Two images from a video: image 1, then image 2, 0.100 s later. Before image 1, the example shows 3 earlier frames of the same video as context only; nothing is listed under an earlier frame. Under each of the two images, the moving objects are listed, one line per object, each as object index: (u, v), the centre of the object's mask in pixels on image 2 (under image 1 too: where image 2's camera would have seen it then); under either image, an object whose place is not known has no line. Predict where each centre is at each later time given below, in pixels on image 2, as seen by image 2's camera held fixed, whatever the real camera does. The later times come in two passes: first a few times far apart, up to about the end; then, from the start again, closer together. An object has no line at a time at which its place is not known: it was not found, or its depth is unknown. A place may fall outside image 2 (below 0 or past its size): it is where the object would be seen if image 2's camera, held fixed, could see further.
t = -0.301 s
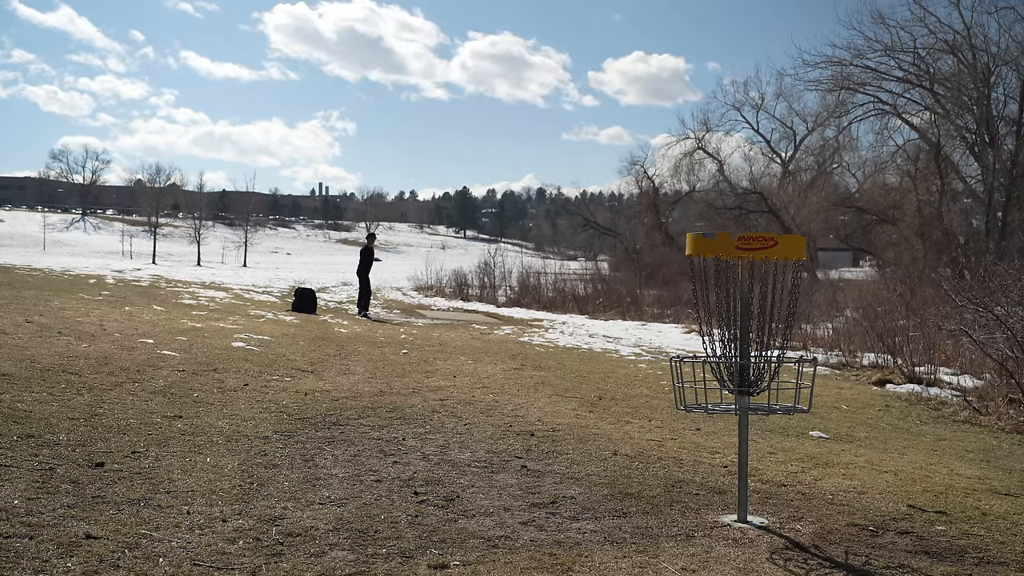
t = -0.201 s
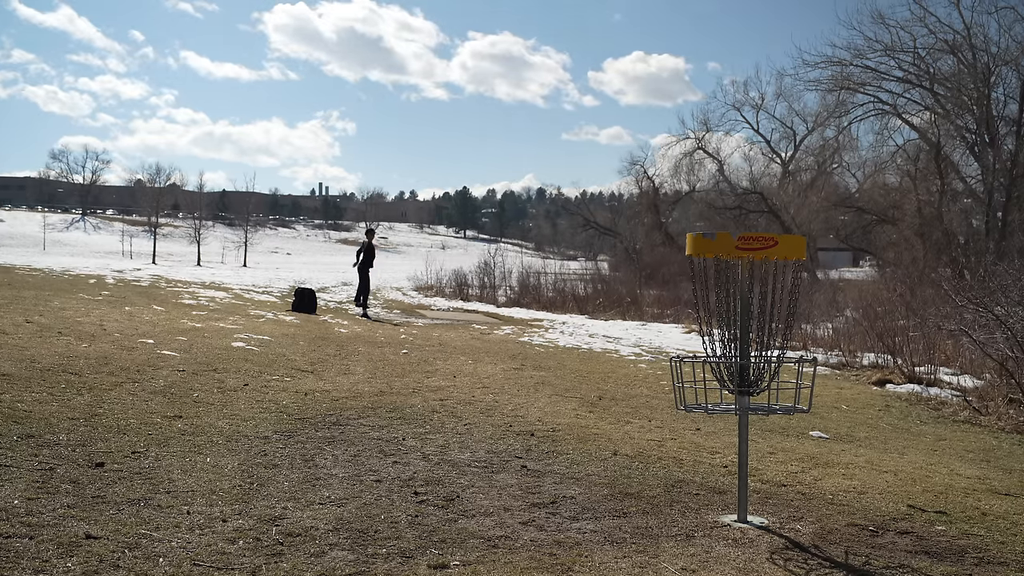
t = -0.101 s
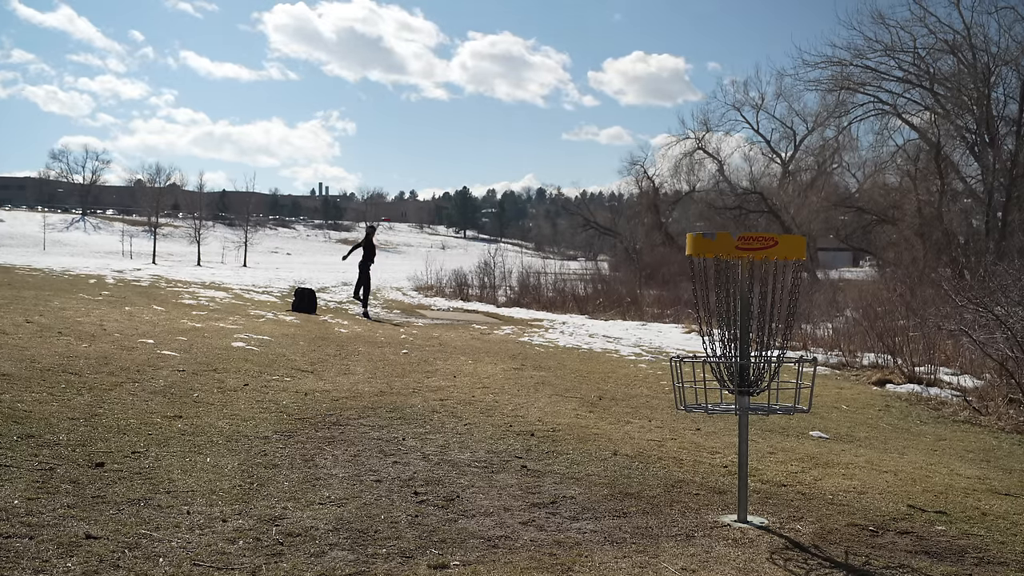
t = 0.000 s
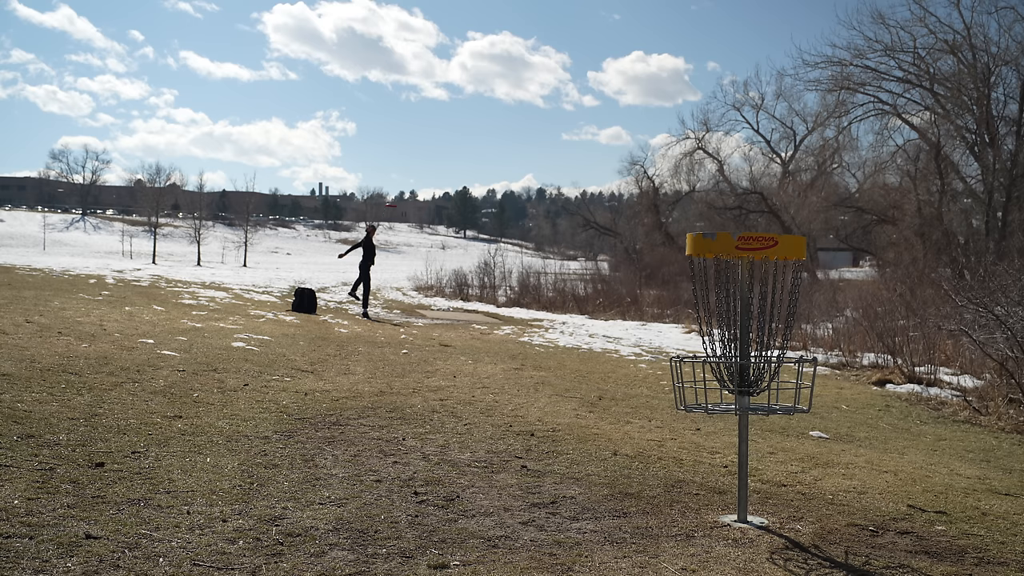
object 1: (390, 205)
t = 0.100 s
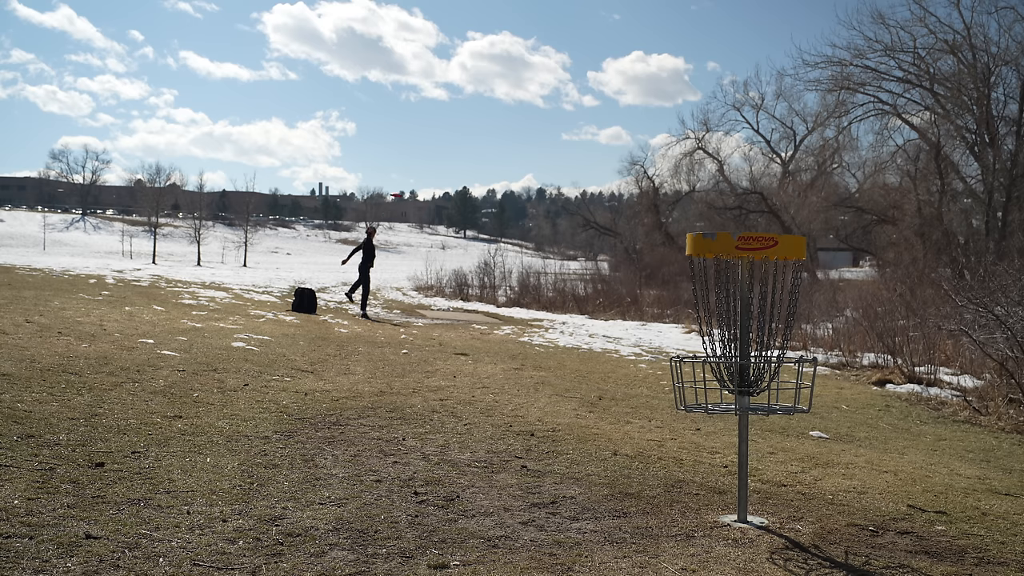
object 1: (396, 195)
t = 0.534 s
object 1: (428, 173)
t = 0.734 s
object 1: (455, 172)
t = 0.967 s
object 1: (507, 184)
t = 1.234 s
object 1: (622, 235)
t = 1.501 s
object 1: (731, 305)
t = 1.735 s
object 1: (722, 359)
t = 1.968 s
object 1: (710, 368)
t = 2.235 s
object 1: (722, 383)
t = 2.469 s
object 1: (720, 383)
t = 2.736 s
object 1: (717, 389)
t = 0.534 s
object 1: (428, 173)
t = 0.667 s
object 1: (445, 171)
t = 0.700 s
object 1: (450, 171)
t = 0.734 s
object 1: (455, 172)
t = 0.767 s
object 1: (461, 172)
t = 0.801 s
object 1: (468, 173)
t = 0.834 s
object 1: (474, 174)
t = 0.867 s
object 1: (482, 176)
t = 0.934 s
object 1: (498, 180)
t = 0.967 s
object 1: (507, 184)
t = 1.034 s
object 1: (528, 192)
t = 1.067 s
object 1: (540, 198)
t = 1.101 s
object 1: (553, 204)
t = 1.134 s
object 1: (568, 210)
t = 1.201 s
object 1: (602, 226)
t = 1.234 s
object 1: (622, 235)
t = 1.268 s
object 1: (644, 246)
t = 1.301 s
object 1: (670, 258)
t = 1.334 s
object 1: (690, 270)
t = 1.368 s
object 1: (704, 281)
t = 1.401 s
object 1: (715, 289)
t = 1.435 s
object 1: (724, 294)
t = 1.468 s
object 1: (729, 298)
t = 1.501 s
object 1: (731, 305)
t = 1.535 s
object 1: (731, 307)
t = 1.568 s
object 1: (730, 313)
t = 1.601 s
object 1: (732, 324)
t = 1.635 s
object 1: (731, 331)
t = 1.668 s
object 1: (728, 339)
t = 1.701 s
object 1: (725, 349)
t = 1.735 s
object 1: (722, 359)
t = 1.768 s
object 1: (721, 358)
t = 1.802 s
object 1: (722, 357)
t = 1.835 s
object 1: (720, 357)
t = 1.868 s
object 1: (718, 358)
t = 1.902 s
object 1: (715, 359)
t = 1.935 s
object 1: (713, 363)
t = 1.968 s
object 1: (710, 368)
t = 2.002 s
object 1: (708, 376)
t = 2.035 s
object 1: (712, 380)
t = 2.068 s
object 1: (715, 382)
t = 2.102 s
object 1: (717, 381)
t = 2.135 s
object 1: (719, 382)
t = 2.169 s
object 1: (721, 382)
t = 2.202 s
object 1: (722, 383)
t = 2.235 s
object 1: (722, 383)
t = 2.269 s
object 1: (721, 382)
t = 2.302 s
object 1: (725, 382)
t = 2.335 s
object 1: (725, 383)
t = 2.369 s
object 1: (724, 383)
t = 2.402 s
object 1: (723, 382)
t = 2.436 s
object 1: (722, 382)
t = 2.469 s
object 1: (720, 383)
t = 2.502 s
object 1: (719, 383)
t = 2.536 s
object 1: (718, 384)
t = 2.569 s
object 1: (717, 385)
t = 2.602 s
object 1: (717, 385)
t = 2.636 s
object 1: (717, 386)
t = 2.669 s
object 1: (716, 387)
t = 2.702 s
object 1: (718, 387)
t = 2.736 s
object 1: (717, 389)
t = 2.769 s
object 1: (717, 390)
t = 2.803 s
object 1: (718, 390)
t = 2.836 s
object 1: (718, 390)
